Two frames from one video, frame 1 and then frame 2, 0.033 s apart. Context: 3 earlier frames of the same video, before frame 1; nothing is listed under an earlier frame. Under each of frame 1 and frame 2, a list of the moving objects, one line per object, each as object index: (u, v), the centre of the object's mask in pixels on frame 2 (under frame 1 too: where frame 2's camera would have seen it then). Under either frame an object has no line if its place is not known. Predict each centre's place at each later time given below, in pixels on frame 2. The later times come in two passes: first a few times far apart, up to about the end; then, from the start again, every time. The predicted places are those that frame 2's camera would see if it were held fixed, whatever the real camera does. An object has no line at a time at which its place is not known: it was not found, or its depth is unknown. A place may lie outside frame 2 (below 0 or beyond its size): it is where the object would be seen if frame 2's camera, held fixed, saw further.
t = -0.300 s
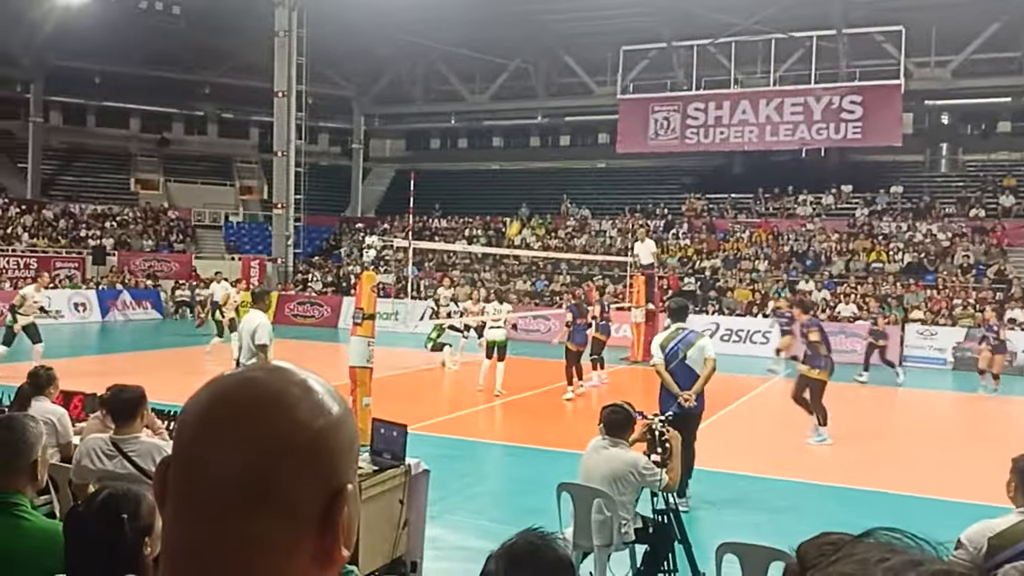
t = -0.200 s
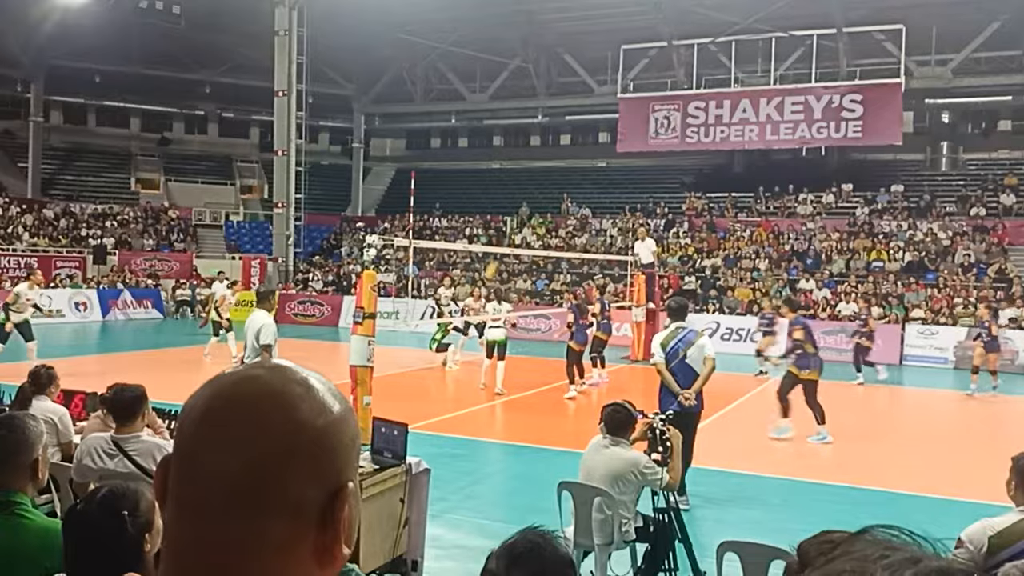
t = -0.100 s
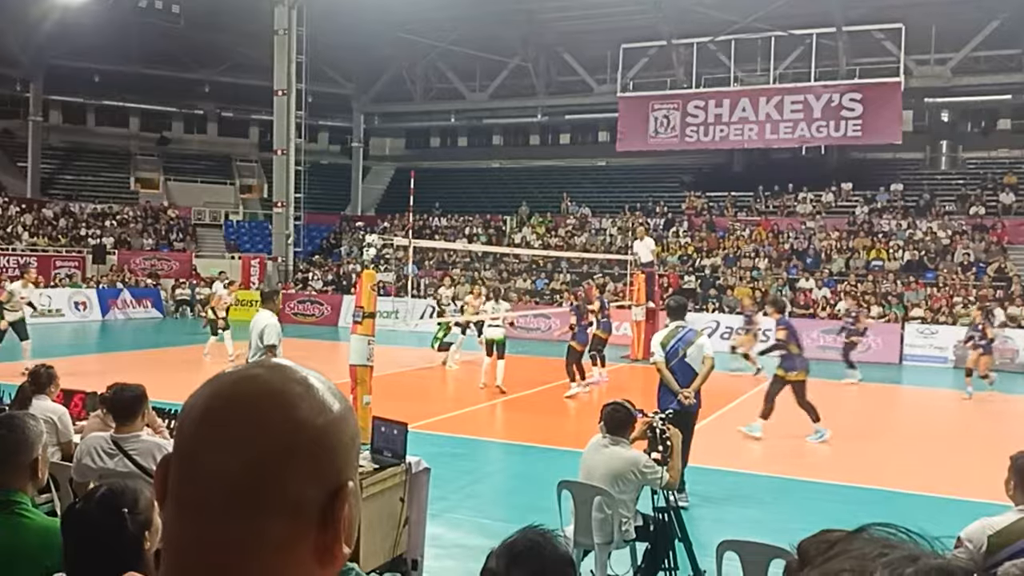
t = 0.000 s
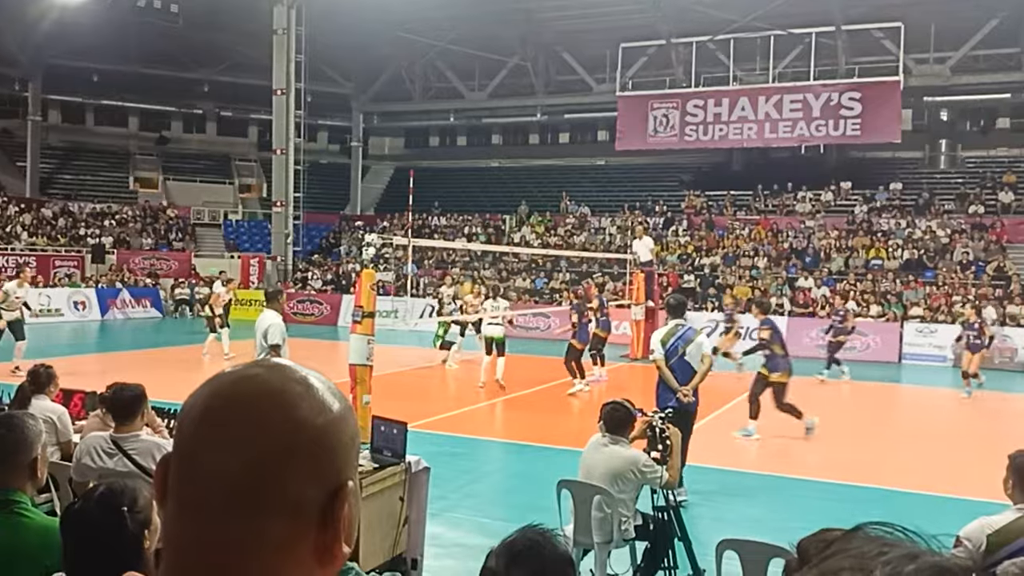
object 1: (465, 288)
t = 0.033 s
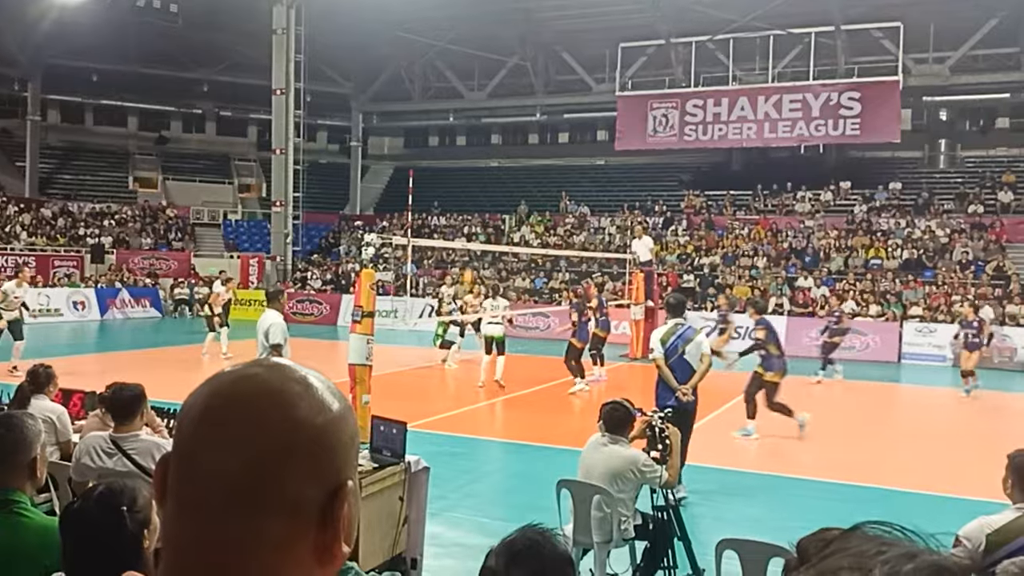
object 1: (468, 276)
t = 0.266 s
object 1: (476, 215)
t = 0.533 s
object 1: (483, 180)
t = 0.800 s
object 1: (489, 182)
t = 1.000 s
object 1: (494, 211)
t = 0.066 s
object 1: (469, 266)
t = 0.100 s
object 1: (470, 258)
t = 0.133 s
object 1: (471, 253)
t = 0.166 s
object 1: (473, 237)
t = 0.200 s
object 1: (474, 230)
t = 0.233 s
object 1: (475, 222)
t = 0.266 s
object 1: (476, 215)
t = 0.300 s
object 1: (477, 209)
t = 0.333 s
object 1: (478, 202)
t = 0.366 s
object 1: (479, 197)
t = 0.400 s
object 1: (480, 192)
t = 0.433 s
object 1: (481, 188)
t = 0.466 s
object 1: (481, 185)
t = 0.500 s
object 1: (482, 182)
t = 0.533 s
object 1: (483, 180)
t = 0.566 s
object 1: (484, 178)
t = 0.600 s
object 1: (485, 177)
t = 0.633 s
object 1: (486, 176)
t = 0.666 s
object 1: (486, 176)
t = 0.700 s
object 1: (487, 176)
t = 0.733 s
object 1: (488, 177)
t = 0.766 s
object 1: (489, 179)
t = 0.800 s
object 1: (489, 182)
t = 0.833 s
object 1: (490, 185)
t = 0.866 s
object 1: (491, 189)
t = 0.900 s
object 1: (491, 193)
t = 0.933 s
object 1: (492, 198)
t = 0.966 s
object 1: (493, 203)
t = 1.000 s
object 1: (494, 211)
